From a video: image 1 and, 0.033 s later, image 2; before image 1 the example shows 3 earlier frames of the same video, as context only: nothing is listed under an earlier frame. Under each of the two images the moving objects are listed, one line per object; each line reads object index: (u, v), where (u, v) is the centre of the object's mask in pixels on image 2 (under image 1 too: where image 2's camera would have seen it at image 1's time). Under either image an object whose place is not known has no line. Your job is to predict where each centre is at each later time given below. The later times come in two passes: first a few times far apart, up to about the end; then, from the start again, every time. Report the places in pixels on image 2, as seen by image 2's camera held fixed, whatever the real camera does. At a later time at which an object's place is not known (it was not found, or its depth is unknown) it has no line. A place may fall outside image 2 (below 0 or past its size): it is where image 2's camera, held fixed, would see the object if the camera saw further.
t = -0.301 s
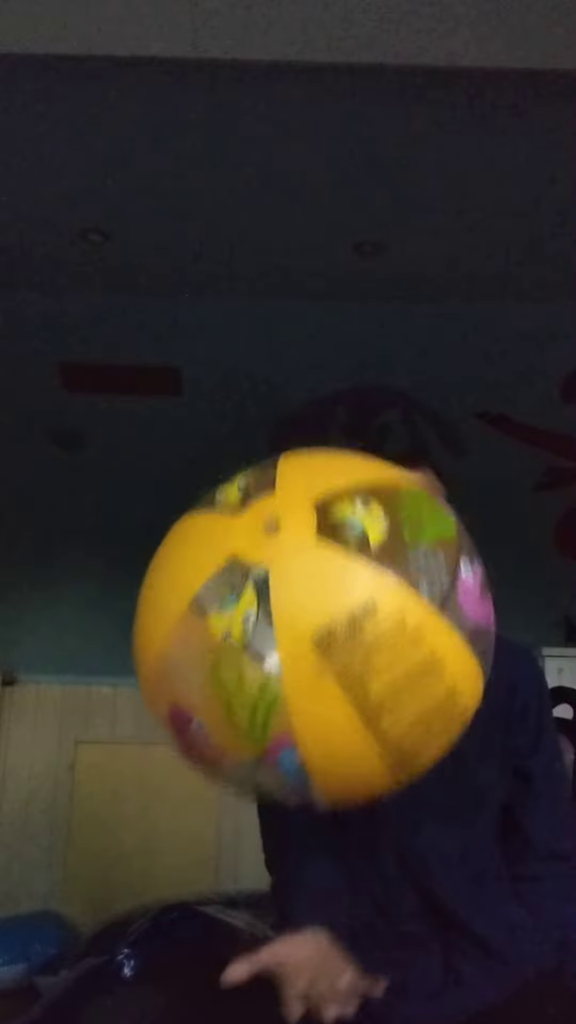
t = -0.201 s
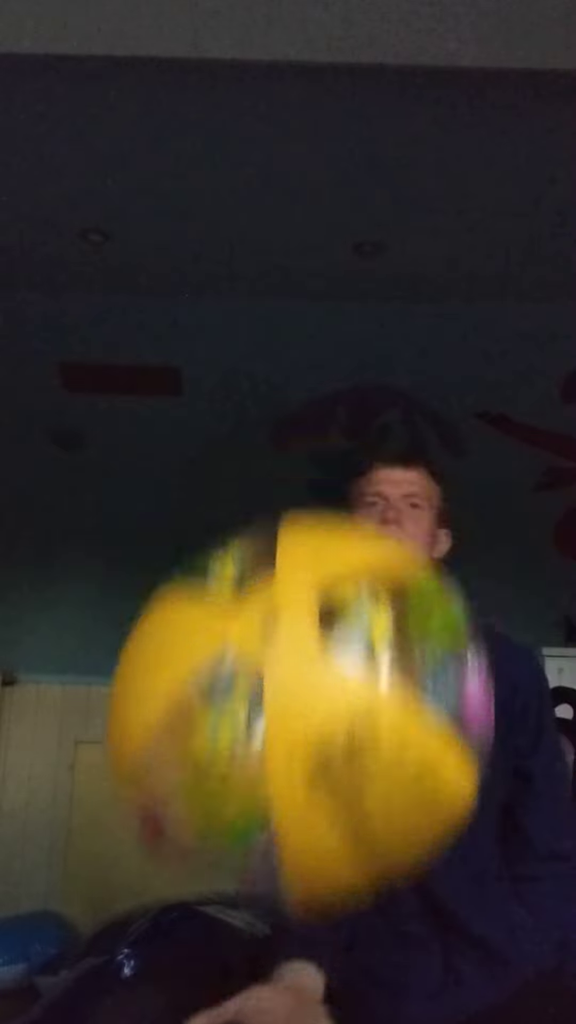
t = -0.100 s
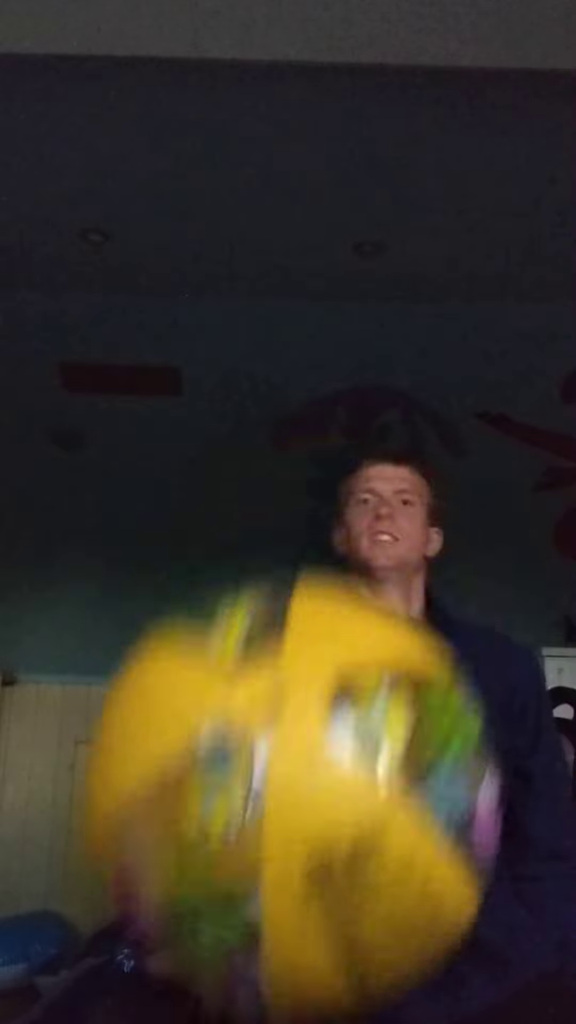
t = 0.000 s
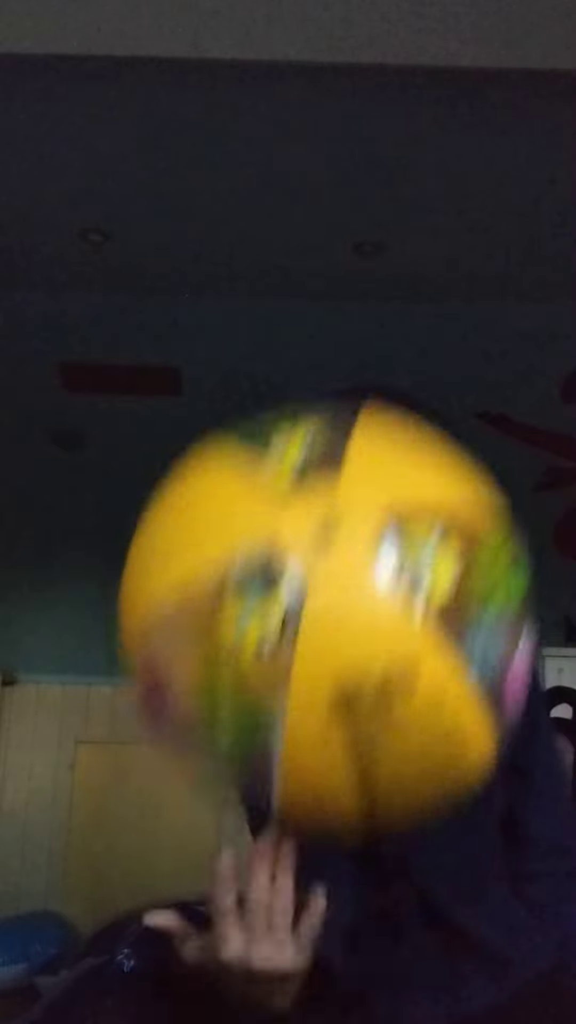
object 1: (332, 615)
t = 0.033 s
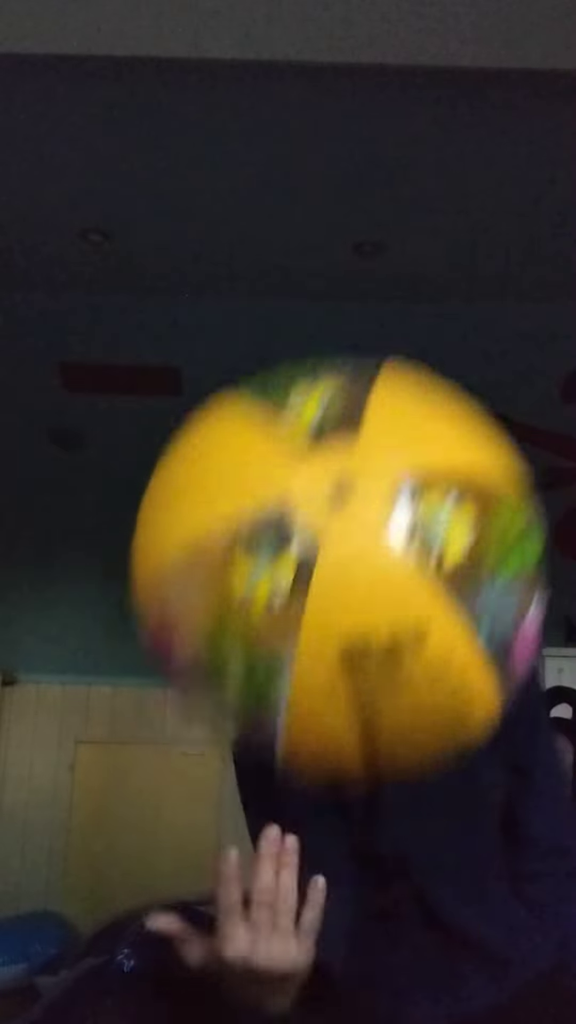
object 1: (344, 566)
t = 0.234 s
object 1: (402, 434)
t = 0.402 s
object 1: (432, 527)
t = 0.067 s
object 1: (356, 525)
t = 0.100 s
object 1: (369, 492)
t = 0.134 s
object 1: (378, 468)
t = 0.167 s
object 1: (387, 449)
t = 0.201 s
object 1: (395, 438)
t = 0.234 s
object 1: (402, 434)
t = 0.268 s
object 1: (408, 436)
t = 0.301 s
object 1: (414, 447)
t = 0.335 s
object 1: (420, 464)
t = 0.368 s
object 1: (426, 491)
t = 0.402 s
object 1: (432, 527)
